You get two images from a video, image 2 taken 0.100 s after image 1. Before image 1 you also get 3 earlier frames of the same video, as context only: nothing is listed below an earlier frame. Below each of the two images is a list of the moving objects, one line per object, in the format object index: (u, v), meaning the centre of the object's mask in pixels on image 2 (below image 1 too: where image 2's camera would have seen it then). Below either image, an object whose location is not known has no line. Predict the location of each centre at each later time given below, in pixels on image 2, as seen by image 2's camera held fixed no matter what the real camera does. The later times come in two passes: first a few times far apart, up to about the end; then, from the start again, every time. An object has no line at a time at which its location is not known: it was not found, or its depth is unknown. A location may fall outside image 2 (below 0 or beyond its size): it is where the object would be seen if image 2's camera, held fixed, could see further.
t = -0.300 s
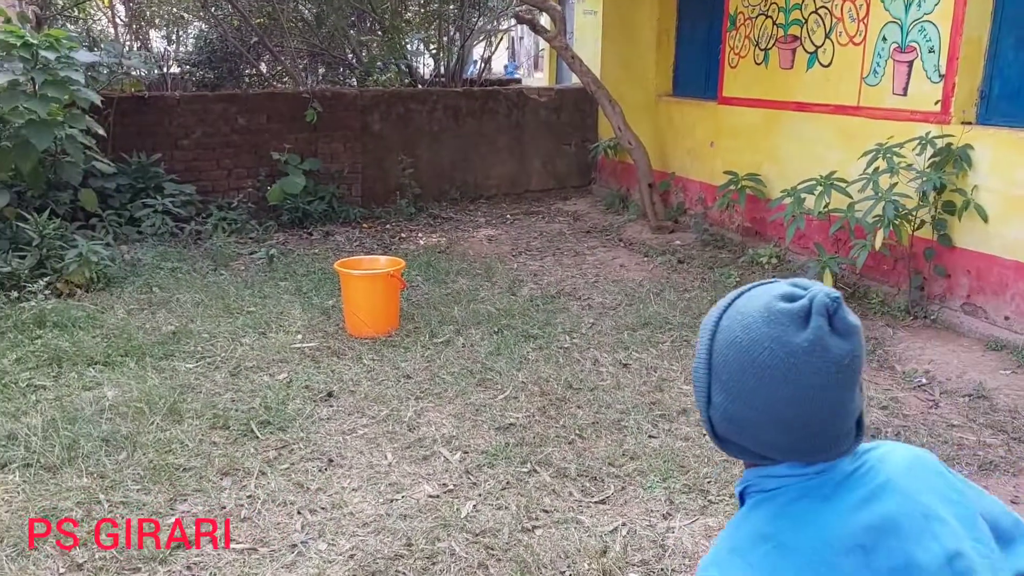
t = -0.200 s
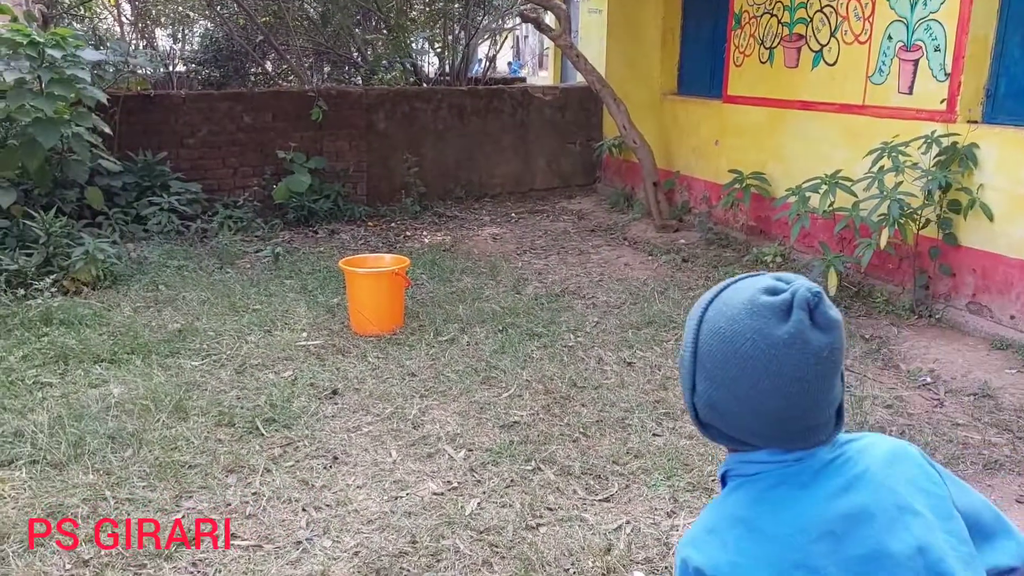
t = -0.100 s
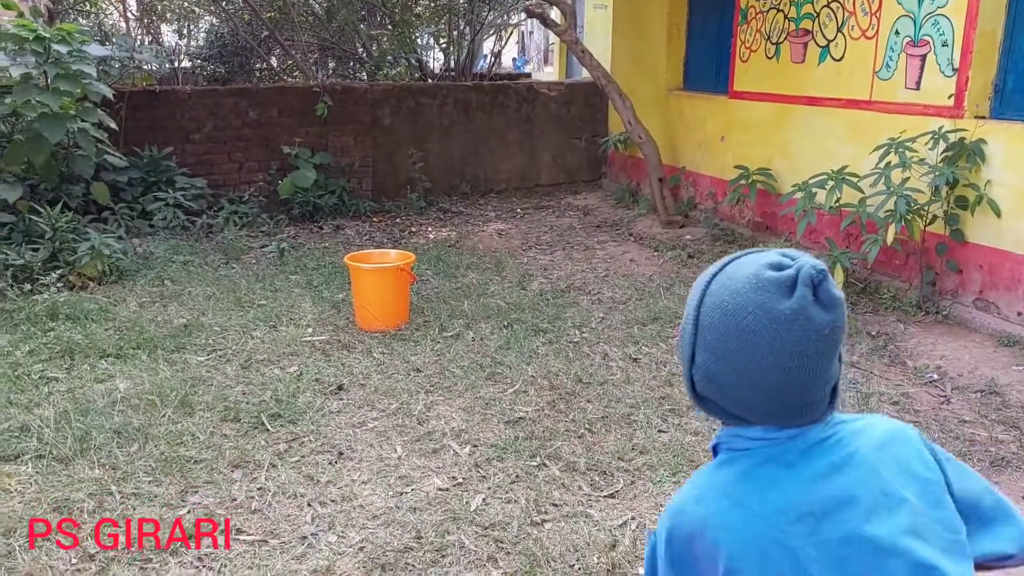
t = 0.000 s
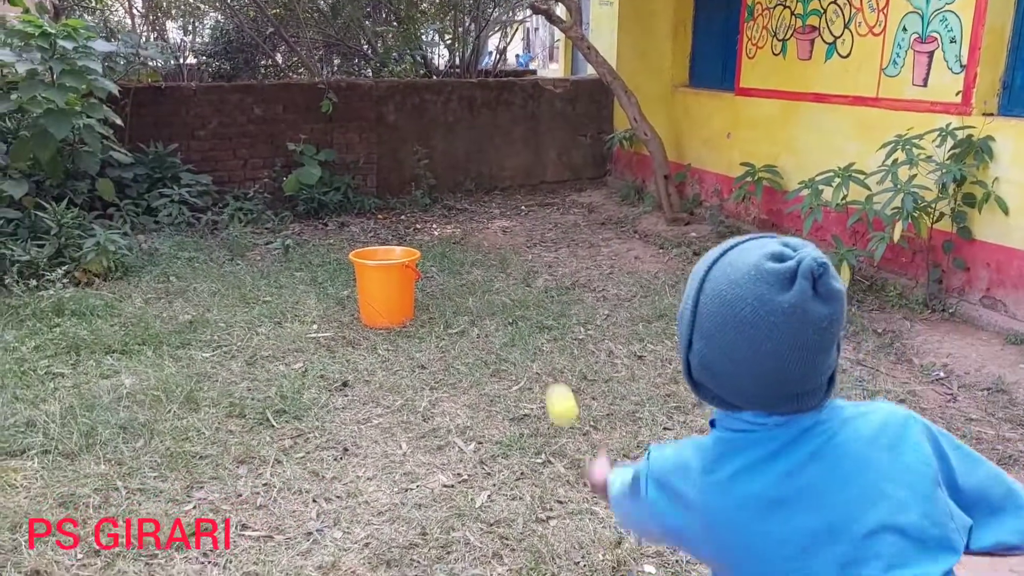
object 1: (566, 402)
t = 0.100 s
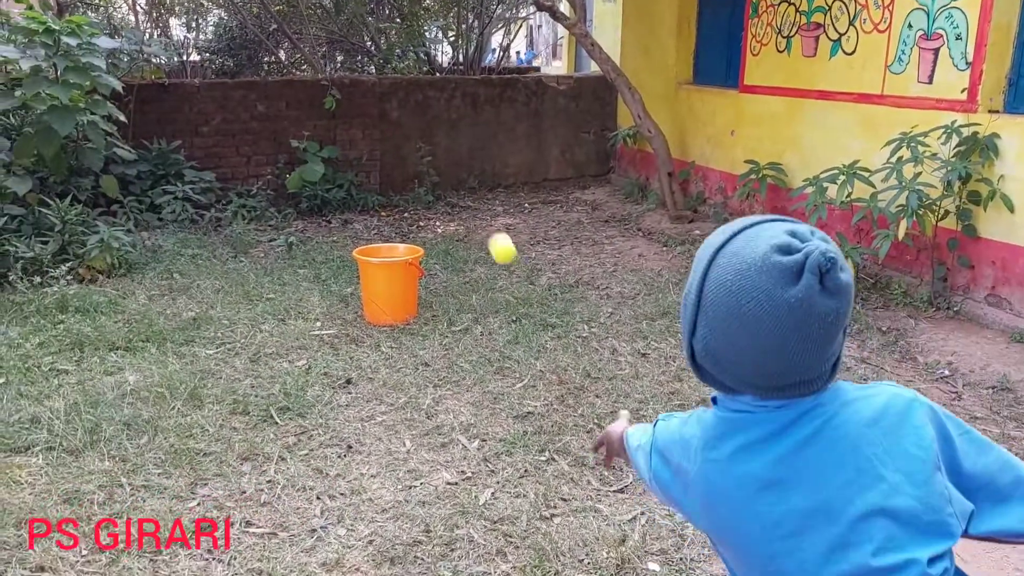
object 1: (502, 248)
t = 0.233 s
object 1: (445, 157)
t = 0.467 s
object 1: (386, 173)
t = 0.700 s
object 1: (402, 236)
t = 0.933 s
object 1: (494, 250)
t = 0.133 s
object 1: (485, 215)
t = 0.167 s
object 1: (471, 190)
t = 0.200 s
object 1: (457, 171)
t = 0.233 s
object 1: (445, 157)
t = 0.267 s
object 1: (434, 149)
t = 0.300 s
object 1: (424, 145)
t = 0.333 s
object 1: (415, 145)
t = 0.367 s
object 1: (407, 148)
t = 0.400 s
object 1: (399, 154)
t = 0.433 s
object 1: (392, 163)
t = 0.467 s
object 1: (386, 173)
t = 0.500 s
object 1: (381, 186)
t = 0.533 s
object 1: (376, 200)
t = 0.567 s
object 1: (372, 215)
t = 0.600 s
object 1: (368, 232)
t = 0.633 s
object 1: (370, 243)
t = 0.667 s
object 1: (387, 240)
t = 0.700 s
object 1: (402, 236)
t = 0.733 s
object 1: (415, 231)
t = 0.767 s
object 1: (429, 228)
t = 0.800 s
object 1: (442, 229)
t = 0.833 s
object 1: (455, 231)
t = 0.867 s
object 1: (469, 235)
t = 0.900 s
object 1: (482, 242)
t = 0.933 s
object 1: (494, 250)
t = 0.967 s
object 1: (506, 261)
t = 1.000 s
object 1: (517, 273)
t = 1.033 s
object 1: (529, 284)
